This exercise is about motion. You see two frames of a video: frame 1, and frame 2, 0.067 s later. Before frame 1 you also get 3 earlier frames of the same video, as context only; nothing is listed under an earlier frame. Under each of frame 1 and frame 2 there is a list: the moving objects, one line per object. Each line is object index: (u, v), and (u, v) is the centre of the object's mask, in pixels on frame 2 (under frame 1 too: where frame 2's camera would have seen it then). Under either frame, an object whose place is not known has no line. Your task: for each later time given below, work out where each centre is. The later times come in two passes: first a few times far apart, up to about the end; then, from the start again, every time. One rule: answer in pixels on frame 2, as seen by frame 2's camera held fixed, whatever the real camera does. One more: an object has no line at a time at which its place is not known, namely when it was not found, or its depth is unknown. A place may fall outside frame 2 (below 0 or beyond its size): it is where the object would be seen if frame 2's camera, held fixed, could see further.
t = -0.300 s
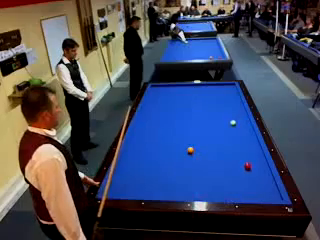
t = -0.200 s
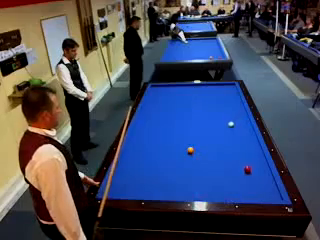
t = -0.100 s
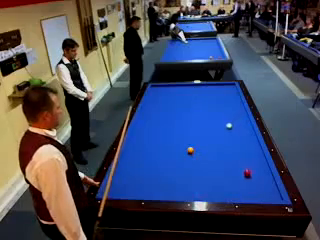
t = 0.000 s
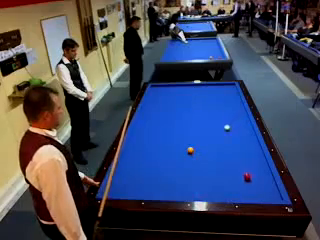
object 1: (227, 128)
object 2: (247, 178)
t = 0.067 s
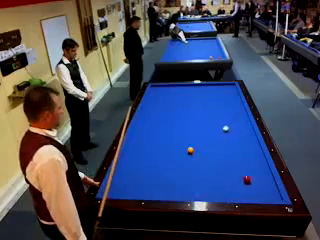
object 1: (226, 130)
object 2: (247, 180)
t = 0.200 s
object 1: (223, 131)
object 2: (247, 186)
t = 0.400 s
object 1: (219, 135)
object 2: (246, 194)
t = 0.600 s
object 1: (214, 138)
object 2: (244, 195)
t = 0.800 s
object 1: (210, 141)
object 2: (240, 192)
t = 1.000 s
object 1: (205, 145)
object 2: (236, 188)
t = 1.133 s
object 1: (202, 147)
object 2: (234, 185)
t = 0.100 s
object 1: (225, 130)
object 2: (247, 182)
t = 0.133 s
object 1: (224, 131)
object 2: (247, 183)
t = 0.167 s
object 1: (224, 131)
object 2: (247, 184)
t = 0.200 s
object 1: (223, 131)
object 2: (247, 186)
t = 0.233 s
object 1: (222, 132)
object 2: (247, 187)
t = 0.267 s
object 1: (221, 133)
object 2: (247, 188)
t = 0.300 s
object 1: (221, 133)
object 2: (246, 189)
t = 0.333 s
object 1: (220, 134)
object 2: (246, 191)
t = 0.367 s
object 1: (219, 134)
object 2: (246, 192)
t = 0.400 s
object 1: (219, 135)
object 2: (246, 194)
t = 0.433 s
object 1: (218, 135)
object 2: (246, 195)
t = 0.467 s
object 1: (217, 136)
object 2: (246, 195)
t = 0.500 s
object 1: (217, 137)
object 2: (246, 196)
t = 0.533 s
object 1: (216, 137)
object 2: (246, 196)
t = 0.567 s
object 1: (215, 138)
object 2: (245, 196)
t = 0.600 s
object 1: (214, 138)
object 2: (244, 195)
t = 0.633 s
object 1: (213, 139)
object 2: (243, 195)
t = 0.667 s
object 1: (213, 139)
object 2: (243, 195)
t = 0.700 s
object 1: (212, 140)
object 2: (242, 195)
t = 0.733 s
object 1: (211, 140)
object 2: (242, 193)
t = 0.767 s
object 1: (211, 141)
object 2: (241, 193)
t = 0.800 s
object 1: (210, 141)
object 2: (240, 192)
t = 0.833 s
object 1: (209, 142)
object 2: (239, 192)
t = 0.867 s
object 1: (209, 143)
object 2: (239, 191)
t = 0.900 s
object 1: (208, 143)
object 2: (238, 190)
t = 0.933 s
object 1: (207, 143)
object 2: (237, 189)
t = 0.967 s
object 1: (206, 144)
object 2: (236, 188)
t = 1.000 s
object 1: (205, 145)
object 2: (236, 188)
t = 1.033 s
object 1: (205, 145)
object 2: (235, 187)
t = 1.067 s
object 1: (204, 146)
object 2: (235, 186)
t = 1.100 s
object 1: (203, 147)
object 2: (234, 185)
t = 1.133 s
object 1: (202, 147)
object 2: (234, 185)
